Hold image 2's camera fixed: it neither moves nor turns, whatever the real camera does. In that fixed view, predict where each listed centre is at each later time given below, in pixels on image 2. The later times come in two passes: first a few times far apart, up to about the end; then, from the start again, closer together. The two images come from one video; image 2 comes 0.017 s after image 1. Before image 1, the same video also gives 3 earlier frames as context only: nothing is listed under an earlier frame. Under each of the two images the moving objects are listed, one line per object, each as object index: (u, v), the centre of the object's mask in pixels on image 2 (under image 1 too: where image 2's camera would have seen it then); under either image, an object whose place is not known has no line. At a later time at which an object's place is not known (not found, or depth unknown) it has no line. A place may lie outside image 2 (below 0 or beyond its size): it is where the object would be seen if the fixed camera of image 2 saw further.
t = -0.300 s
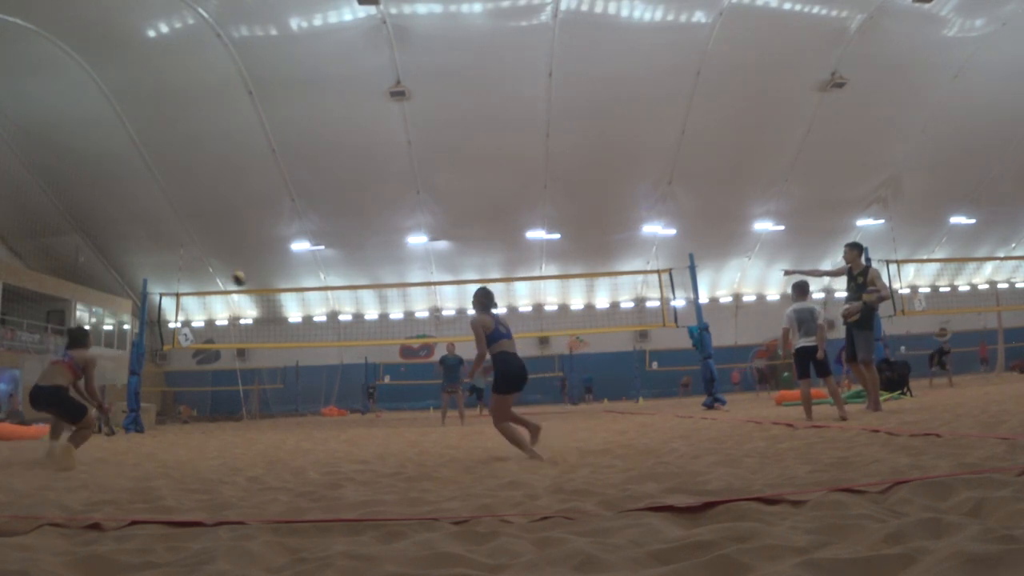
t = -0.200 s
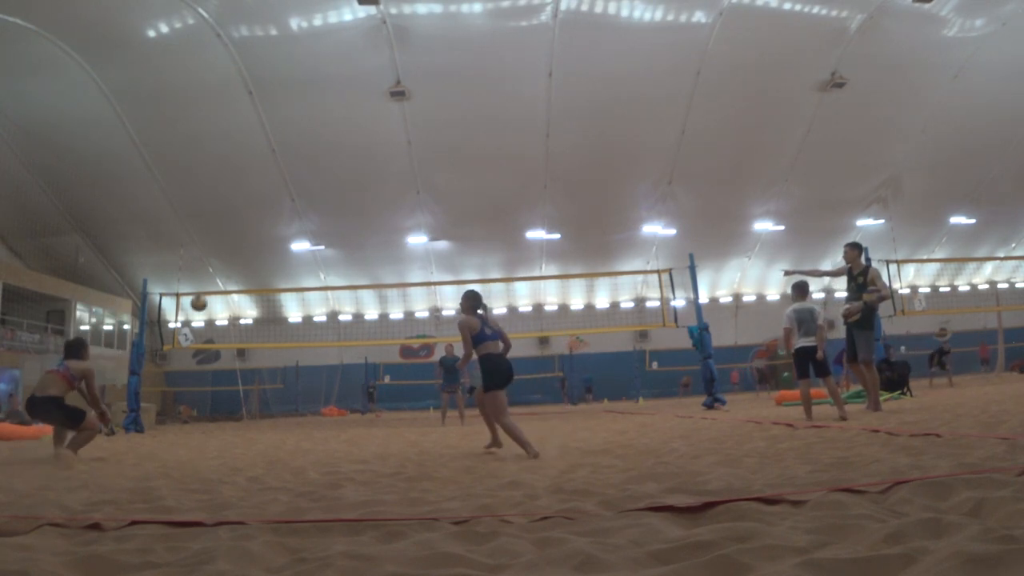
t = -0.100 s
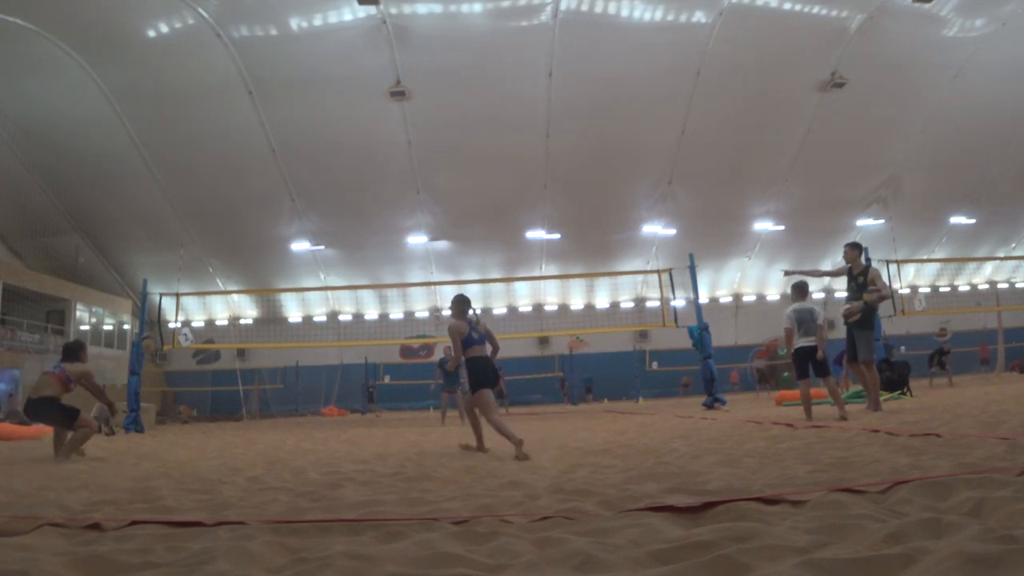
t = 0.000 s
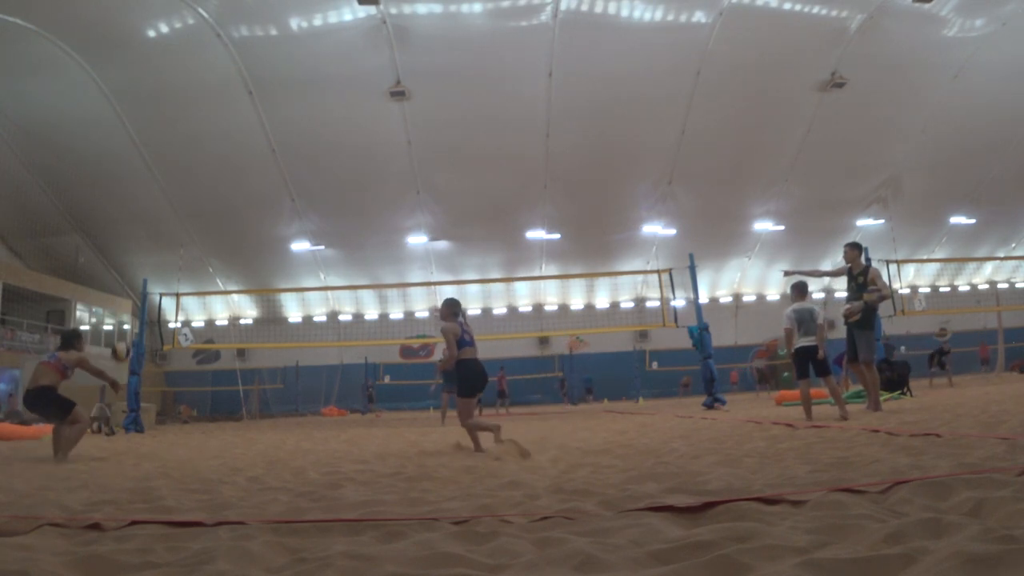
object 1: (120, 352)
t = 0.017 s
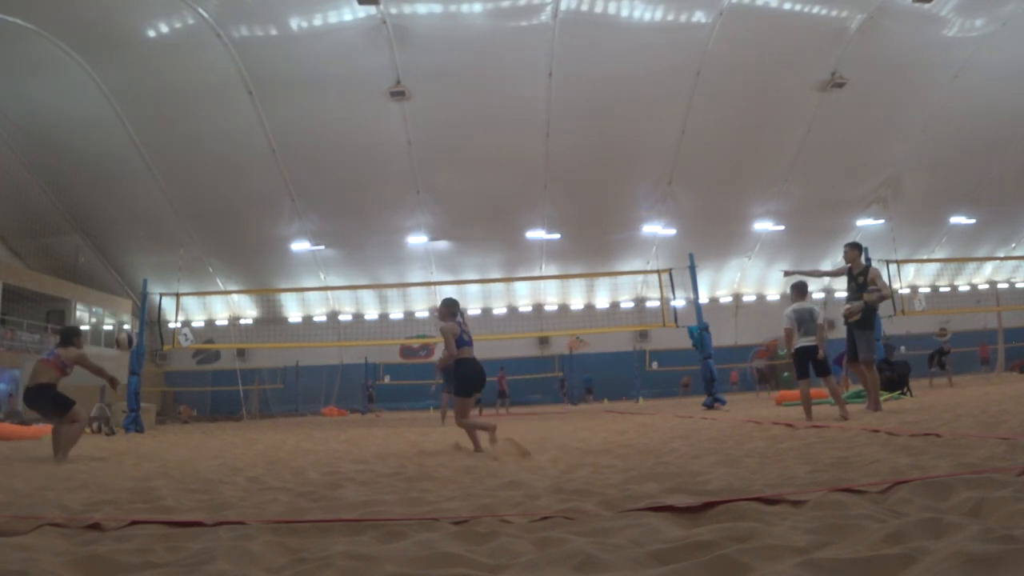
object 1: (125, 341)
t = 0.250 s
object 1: (184, 218)
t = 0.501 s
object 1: (240, 147)
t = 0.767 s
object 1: (296, 132)
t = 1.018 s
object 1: (346, 168)
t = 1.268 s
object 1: (394, 258)
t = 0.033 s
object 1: (131, 328)
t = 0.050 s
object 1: (134, 320)
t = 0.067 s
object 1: (138, 311)
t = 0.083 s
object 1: (143, 299)
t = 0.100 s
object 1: (147, 289)
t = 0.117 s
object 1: (151, 281)
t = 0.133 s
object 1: (155, 272)
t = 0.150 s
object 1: (159, 263)
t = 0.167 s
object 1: (163, 254)
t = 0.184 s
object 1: (167, 246)
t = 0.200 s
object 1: (171, 239)
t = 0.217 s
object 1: (175, 231)
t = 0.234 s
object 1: (179, 225)
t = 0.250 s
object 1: (184, 218)
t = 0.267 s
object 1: (188, 211)
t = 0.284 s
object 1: (192, 204)
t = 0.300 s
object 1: (195, 198)
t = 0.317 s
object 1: (199, 193)
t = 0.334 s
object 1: (203, 188)
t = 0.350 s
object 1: (208, 183)
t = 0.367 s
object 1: (212, 177)
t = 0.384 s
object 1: (214, 173)
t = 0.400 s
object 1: (219, 168)
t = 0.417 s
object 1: (222, 164)
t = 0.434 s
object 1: (227, 161)
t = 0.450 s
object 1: (231, 157)
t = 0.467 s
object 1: (234, 153)
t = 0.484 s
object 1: (238, 150)
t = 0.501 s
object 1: (240, 147)
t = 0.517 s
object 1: (244, 146)
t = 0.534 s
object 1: (249, 142)
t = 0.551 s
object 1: (252, 140)
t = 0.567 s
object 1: (255, 138)
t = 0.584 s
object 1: (258, 137)
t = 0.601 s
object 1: (261, 135)
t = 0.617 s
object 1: (266, 134)
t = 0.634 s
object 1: (269, 133)
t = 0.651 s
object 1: (273, 131)
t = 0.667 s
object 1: (277, 130)
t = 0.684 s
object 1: (280, 131)
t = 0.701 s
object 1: (282, 131)
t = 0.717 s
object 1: (286, 131)
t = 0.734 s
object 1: (290, 131)
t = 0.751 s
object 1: (293, 131)
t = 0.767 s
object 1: (296, 132)
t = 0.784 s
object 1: (299, 133)
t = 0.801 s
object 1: (303, 134)
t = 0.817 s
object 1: (307, 135)
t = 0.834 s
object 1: (310, 136)
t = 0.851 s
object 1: (313, 138)
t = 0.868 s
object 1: (316, 140)
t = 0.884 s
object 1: (319, 143)
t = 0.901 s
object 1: (323, 146)
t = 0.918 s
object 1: (326, 148)
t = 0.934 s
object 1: (329, 150)
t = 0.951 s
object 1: (332, 154)
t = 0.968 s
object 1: (335, 157)
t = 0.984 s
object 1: (338, 161)
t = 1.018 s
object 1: (346, 168)
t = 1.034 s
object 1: (349, 172)
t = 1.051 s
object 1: (352, 177)
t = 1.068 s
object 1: (355, 182)
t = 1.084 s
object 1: (359, 188)
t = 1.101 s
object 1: (362, 193)
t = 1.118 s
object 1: (365, 198)
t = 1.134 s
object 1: (367, 203)
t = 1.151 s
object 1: (371, 209)
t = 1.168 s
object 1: (374, 215)
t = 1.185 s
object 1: (378, 223)
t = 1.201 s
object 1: (381, 229)
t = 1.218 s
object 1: (384, 236)
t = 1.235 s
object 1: (387, 242)
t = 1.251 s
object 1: (391, 250)
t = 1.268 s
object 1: (394, 258)
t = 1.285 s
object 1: (398, 266)
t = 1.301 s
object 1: (401, 274)
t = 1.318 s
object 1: (404, 282)
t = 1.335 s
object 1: (407, 291)
